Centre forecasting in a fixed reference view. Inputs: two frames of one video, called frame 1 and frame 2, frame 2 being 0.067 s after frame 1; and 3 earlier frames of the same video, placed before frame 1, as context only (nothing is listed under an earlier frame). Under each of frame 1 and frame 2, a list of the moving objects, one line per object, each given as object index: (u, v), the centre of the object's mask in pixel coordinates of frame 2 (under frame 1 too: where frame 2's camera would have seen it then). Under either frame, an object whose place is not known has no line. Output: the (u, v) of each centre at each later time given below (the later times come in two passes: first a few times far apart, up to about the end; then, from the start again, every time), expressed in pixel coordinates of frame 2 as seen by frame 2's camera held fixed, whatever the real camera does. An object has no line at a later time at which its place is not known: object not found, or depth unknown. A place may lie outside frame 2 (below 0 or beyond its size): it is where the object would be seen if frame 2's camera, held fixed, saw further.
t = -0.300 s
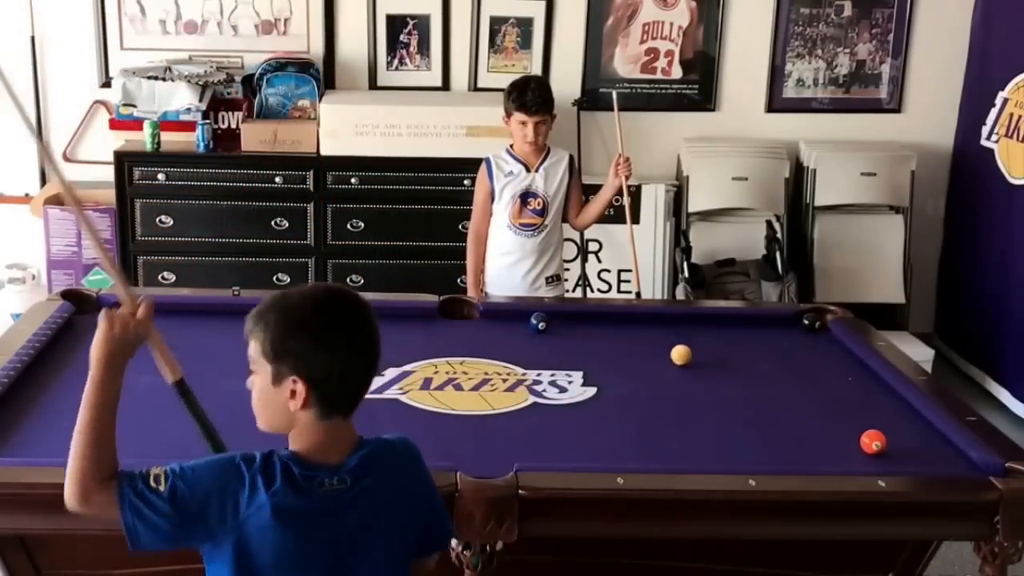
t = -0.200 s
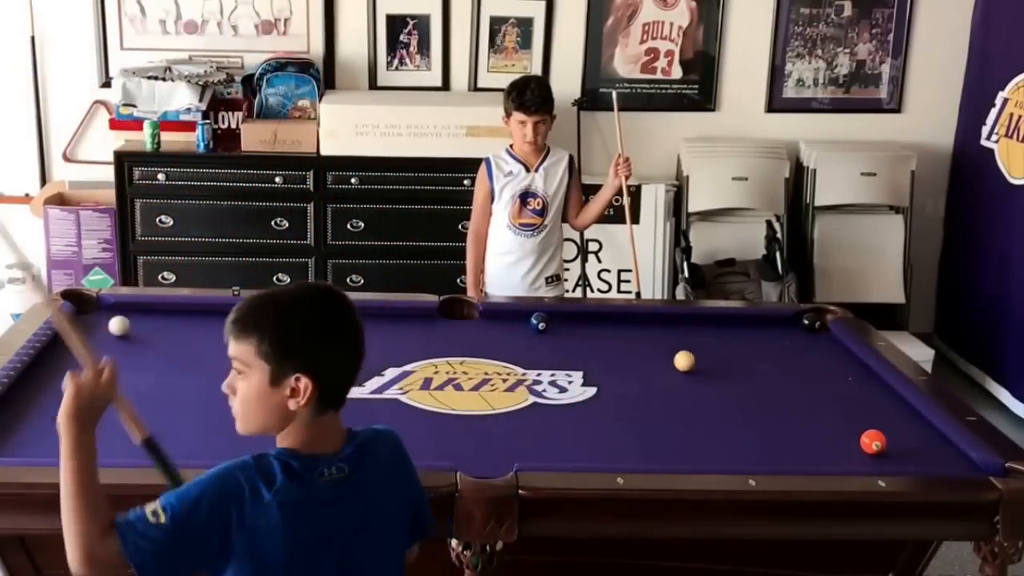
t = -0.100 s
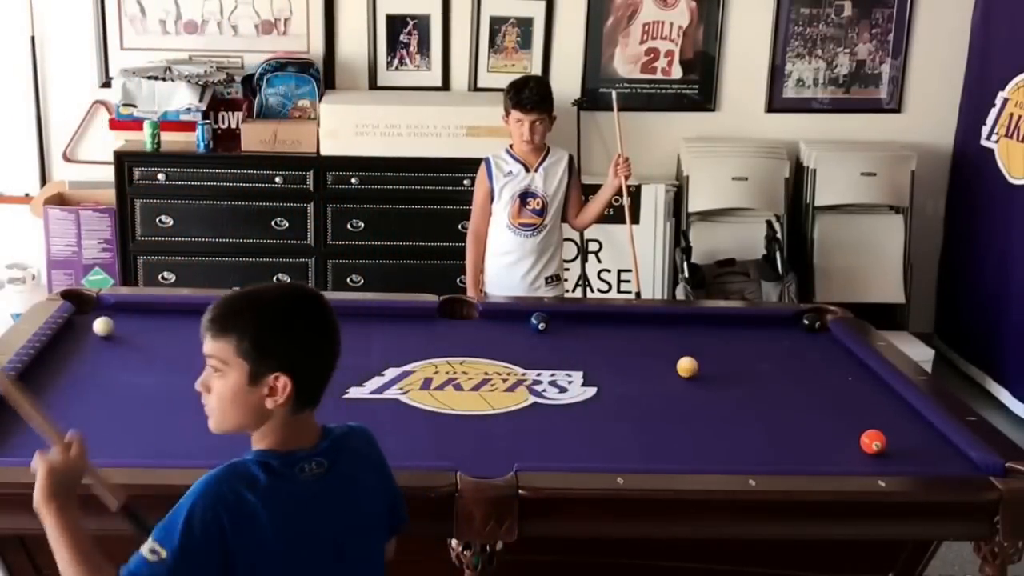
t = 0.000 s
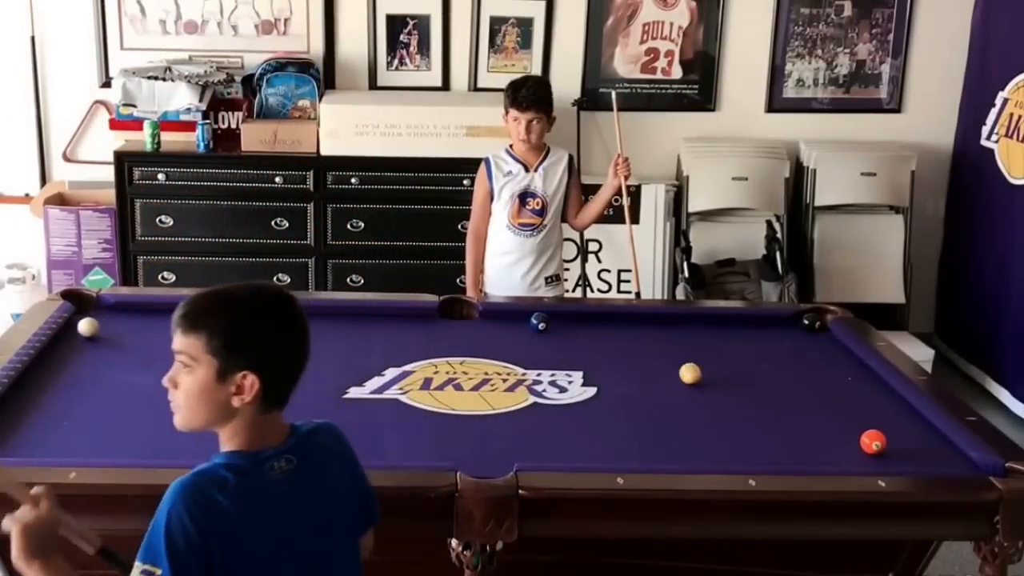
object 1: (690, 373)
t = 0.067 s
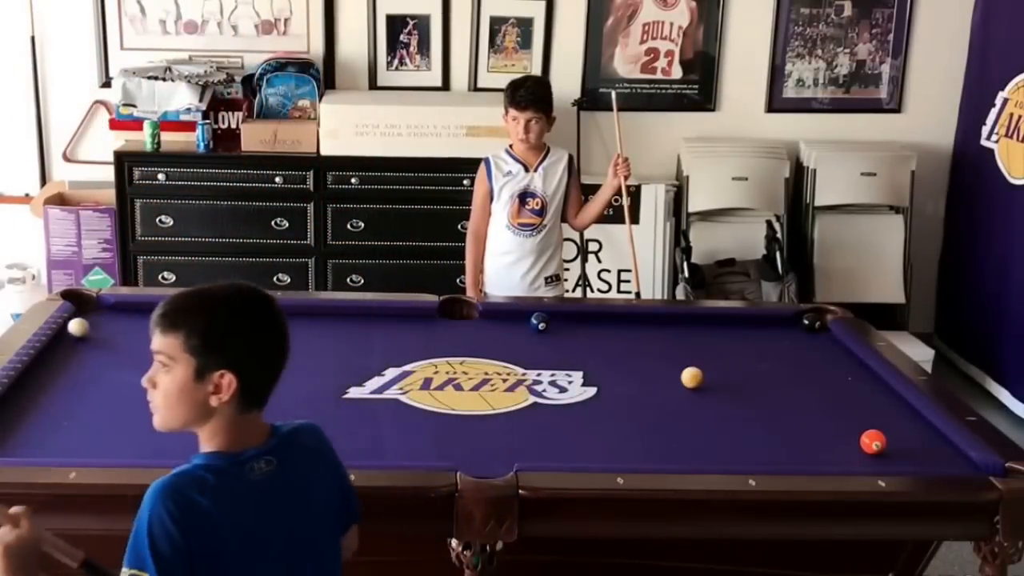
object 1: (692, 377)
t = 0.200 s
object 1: (695, 386)
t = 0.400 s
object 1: (701, 399)
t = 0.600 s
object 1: (706, 412)
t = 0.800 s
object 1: (710, 425)
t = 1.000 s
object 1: (715, 438)
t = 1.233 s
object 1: (720, 453)
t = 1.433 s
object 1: (721, 459)
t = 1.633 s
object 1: (713, 455)
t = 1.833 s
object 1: (705, 449)
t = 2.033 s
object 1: (698, 442)
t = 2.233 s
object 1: (690, 437)
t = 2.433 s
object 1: (683, 432)
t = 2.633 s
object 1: (676, 427)
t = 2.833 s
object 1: (669, 422)
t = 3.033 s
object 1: (662, 419)
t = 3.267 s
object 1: (654, 414)
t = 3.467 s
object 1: (648, 411)
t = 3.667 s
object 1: (642, 408)
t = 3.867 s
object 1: (637, 406)
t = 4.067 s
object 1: (635, 404)
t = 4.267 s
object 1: (637, 403)
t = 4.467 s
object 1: (638, 402)
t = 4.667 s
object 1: (639, 402)
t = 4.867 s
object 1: (640, 401)
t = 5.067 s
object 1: (640, 401)
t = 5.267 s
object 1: (640, 401)
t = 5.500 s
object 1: (640, 401)
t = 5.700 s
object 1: (640, 401)
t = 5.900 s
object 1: (640, 401)
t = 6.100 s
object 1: (640, 401)
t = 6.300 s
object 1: (640, 401)
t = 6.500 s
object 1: (640, 401)
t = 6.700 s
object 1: (640, 401)
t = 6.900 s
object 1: (640, 401)
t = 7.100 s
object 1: (640, 401)
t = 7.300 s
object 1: (640, 401)
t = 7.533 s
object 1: (640, 402)
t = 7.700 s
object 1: (640, 402)
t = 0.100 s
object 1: (693, 380)
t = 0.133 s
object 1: (694, 382)
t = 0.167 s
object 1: (694, 384)
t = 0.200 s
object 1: (695, 386)
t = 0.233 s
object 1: (696, 388)
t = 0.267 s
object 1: (697, 390)
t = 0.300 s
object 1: (698, 392)
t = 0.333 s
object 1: (699, 395)
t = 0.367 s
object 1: (700, 397)
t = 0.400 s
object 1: (701, 399)
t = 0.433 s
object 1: (701, 401)
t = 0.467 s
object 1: (702, 403)
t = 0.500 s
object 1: (703, 405)
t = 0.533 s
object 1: (704, 407)
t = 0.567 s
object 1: (705, 410)
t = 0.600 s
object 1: (706, 412)
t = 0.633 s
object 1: (706, 414)
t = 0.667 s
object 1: (707, 416)
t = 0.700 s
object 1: (708, 418)
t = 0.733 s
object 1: (709, 420)
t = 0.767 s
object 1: (710, 423)
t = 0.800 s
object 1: (710, 425)
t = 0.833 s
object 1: (711, 427)
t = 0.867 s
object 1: (712, 429)
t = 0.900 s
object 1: (713, 431)
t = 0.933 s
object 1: (713, 433)
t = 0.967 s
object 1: (714, 436)
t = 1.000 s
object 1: (715, 438)
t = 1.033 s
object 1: (716, 440)
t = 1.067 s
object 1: (716, 442)
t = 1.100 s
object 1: (717, 444)
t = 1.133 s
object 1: (717, 446)
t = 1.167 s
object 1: (718, 449)
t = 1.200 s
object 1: (719, 451)
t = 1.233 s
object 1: (720, 453)
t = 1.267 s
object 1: (720, 455)
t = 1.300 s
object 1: (720, 456)
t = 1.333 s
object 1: (721, 457)
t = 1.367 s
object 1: (722, 459)
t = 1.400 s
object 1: (722, 460)
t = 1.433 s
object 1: (721, 459)
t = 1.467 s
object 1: (720, 459)
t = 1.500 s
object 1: (719, 458)
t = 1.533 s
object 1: (717, 457)
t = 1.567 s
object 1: (716, 457)
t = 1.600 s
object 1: (715, 456)
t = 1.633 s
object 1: (713, 455)
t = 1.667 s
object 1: (712, 454)
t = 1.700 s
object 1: (711, 453)
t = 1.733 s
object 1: (710, 452)
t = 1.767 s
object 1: (708, 451)
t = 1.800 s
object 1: (707, 450)
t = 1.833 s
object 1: (705, 449)
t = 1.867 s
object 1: (704, 448)
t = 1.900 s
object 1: (703, 447)
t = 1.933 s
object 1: (702, 446)
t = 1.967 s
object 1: (700, 445)
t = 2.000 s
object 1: (699, 443)
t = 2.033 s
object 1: (698, 442)
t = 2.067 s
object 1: (696, 442)
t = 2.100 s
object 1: (695, 440)
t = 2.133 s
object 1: (694, 439)
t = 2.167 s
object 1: (693, 438)
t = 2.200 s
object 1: (692, 437)
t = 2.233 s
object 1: (690, 437)
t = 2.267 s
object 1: (689, 435)
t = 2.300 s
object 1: (688, 435)
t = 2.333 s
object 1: (687, 433)
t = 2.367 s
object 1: (686, 433)
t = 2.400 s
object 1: (684, 432)
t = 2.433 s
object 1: (683, 432)
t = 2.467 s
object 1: (682, 430)
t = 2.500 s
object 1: (681, 430)
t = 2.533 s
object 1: (680, 429)
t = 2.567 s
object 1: (678, 428)
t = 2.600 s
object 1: (677, 428)
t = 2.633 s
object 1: (676, 427)
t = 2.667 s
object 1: (674, 426)
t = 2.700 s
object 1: (673, 425)
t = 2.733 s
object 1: (672, 424)
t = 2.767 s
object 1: (671, 424)
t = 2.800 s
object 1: (670, 423)
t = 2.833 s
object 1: (669, 422)
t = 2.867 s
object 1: (668, 422)
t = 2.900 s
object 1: (666, 421)
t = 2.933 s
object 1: (665, 420)
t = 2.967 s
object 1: (664, 420)
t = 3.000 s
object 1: (663, 419)
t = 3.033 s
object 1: (662, 419)
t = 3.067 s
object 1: (661, 418)
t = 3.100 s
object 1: (660, 417)
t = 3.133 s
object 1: (659, 417)
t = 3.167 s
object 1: (657, 416)
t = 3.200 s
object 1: (656, 415)
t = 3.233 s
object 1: (655, 415)
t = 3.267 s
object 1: (654, 414)
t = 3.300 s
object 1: (653, 413)
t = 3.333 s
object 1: (652, 413)
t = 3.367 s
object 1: (651, 412)
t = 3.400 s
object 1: (649, 412)
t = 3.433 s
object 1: (648, 411)
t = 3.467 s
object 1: (648, 411)
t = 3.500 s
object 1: (646, 411)
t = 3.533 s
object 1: (646, 410)
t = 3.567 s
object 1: (645, 410)
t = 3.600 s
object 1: (643, 409)
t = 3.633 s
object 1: (643, 409)
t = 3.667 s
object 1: (642, 408)
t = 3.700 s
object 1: (641, 408)
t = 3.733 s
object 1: (640, 408)
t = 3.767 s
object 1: (639, 407)
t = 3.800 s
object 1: (638, 407)
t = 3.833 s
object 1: (638, 406)
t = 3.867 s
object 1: (637, 406)
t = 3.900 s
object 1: (636, 406)
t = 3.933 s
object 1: (636, 405)
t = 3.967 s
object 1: (636, 405)
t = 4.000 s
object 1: (635, 405)
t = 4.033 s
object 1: (636, 405)
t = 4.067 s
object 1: (635, 404)
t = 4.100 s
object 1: (636, 404)
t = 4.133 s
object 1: (636, 404)
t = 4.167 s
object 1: (636, 403)
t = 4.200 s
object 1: (637, 403)
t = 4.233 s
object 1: (637, 403)
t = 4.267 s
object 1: (637, 403)
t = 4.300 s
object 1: (637, 403)
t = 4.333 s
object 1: (638, 403)
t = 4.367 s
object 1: (638, 403)
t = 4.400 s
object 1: (638, 402)
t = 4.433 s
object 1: (638, 402)
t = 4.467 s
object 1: (638, 402)
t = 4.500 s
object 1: (638, 402)
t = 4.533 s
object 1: (639, 402)
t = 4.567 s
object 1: (639, 402)
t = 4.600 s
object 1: (639, 402)
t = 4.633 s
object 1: (639, 402)
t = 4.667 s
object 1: (639, 402)
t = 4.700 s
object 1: (639, 402)
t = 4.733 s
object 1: (639, 402)
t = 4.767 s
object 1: (639, 402)
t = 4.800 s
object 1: (639, 402)
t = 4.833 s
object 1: (640, 402)
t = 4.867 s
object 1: (640, 401)
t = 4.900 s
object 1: (640, 401)
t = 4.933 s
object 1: (640, 401)
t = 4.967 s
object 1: (640, 401)
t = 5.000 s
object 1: (640, 401)
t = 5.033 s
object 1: (640, 401)
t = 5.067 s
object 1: (640, 401)
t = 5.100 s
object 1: (640, 401)
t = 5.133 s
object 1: (640, 401)
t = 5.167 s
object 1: (640, 401)
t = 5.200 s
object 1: (640, 401)
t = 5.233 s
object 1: (640, 401)
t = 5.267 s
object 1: (640, 401)
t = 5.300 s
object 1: (640, 401)
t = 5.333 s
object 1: (640, 401)
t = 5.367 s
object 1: (640, 401)
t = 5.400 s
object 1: (640, 401)
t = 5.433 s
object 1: (640, 401)
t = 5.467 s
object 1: (640, 401)
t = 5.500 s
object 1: (640, 401)
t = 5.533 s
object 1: (640, 401)
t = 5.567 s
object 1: (640, 401)
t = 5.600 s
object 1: (640, 401)
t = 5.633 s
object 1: (640, 401)
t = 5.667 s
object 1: (640, 401)
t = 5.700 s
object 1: (640, 401)
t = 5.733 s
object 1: (640, 401)
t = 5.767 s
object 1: (640, 401)
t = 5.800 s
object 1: (640, 401)
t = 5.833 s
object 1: (640, 401)
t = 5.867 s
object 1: (640, 401)
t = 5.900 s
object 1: (640, 401)
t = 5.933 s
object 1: (640, 401)
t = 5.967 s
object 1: (640, 401)
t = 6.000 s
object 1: (640, 401)
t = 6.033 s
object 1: (640, 401)
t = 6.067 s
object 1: (640, 401)
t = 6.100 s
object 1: (640, 401)
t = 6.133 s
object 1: (640, 401)
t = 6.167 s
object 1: (640, 401)
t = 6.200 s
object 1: (640, 401)
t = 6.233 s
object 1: (640, 401)
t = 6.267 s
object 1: (640, 401)
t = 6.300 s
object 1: (640, 401)
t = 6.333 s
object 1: (640, 401)
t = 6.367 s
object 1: (640, 401)
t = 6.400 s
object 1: (640, 401)
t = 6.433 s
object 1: (640, 401)
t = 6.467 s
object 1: (640, 401)
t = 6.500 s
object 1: (640, 401)
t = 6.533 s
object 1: (640, 401)
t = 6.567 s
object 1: (640, 401)
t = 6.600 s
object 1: (640, 401)
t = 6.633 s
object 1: (640, 401)
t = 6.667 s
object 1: (640, 401)
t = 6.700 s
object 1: (640, 401)
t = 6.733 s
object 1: (640, 401)
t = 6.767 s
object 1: (640, 401)
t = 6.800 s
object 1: (640, 401)
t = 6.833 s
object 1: (640, 401)
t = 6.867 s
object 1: (640, 401)
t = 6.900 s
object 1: (640, 401)
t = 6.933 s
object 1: (640, 401)
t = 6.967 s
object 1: (640, 401)
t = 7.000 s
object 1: (640, 401)
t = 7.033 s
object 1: (640, 401)
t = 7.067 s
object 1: (640, 401)
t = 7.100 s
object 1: (640, 401)
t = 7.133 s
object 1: (640, 401)
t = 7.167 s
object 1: (640, 401)
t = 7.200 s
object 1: (640, 401)
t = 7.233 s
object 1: (640, 401)
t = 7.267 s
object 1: (640, 401)
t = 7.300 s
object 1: (640, 401)
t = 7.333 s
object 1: (640, 401)
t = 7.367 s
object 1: (640, 402)
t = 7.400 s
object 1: (640, 402)
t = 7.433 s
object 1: (640, 402)
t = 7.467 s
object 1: (640, 402)
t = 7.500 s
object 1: (640, 402)
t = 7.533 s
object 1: (640, 402)
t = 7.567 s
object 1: (640, 402)
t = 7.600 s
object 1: (640, 402)
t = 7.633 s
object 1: (640, 402)
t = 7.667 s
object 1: (640, 402)
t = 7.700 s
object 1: (640, 402)
